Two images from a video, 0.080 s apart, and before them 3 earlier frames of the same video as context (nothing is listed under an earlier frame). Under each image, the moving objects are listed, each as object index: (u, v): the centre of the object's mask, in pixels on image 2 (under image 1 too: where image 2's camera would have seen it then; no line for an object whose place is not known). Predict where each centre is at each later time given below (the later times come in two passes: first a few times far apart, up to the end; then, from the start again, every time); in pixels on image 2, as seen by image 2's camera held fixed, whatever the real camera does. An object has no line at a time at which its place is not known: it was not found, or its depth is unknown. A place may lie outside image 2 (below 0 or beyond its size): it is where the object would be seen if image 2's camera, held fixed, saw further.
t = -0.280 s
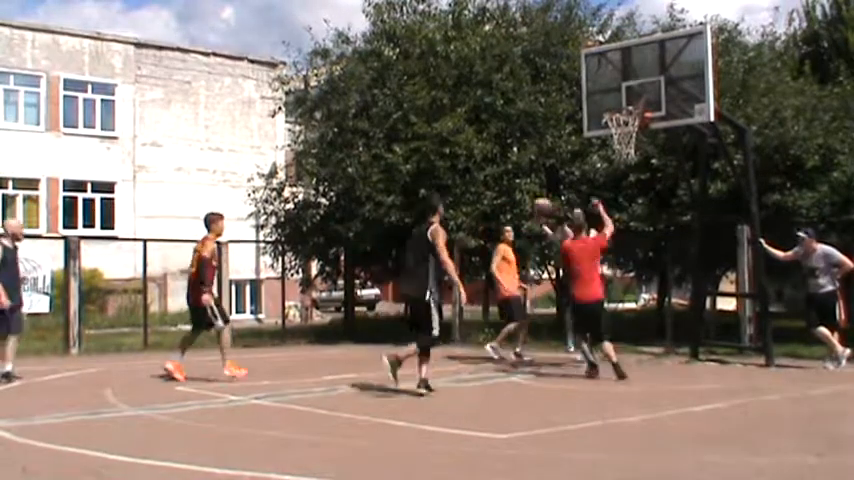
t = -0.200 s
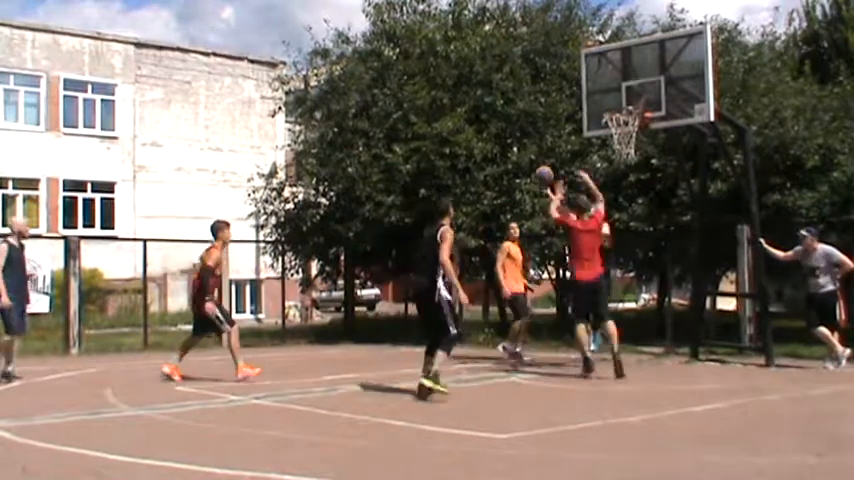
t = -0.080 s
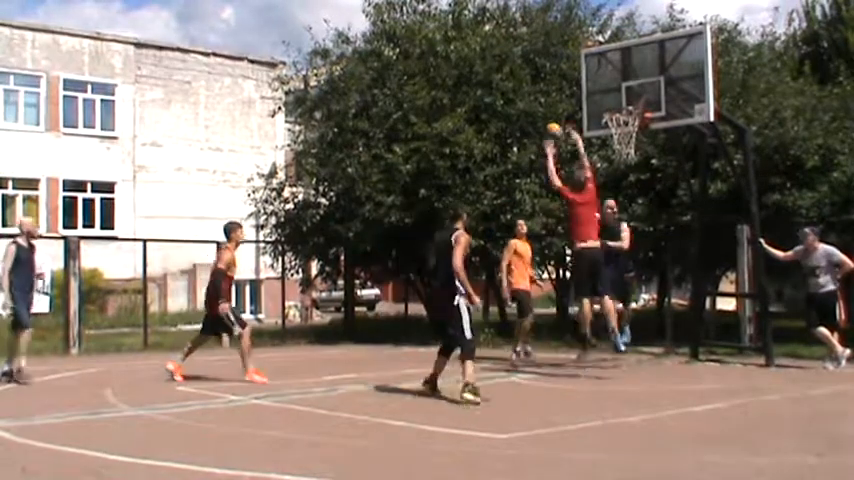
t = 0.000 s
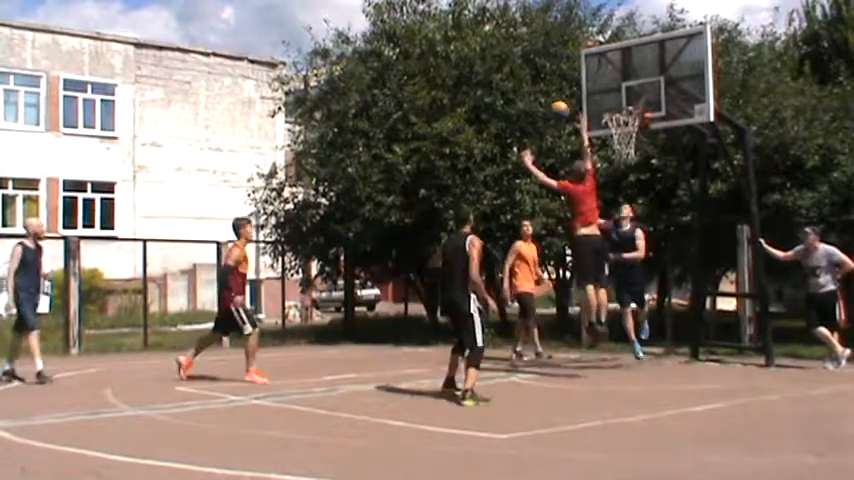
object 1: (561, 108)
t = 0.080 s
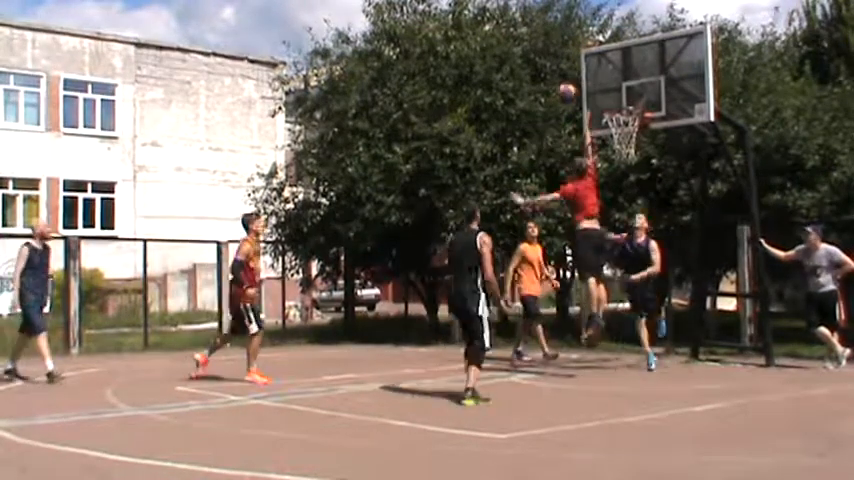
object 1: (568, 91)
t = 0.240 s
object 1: (581, 72)
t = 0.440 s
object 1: (599, 74)
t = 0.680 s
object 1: (624, 131)
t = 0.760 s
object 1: (634, 160)
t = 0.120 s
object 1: (570, 85)
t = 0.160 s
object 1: (572, 76)
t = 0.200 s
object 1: (575, 72)
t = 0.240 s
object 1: (581, 72)
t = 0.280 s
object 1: (583, 70)
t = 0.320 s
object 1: (587, 69)
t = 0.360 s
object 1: (591, 68)
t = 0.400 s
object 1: (594, 70)
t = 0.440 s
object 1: (599, 74)
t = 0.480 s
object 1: (603, 80)
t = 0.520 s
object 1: (608, 87)
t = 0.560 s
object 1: (611, 95)
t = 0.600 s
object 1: (615, 104)
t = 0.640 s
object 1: (619, 118)
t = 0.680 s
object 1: (624, 131)
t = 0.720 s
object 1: (628, 145)
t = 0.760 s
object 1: (634, 160)
